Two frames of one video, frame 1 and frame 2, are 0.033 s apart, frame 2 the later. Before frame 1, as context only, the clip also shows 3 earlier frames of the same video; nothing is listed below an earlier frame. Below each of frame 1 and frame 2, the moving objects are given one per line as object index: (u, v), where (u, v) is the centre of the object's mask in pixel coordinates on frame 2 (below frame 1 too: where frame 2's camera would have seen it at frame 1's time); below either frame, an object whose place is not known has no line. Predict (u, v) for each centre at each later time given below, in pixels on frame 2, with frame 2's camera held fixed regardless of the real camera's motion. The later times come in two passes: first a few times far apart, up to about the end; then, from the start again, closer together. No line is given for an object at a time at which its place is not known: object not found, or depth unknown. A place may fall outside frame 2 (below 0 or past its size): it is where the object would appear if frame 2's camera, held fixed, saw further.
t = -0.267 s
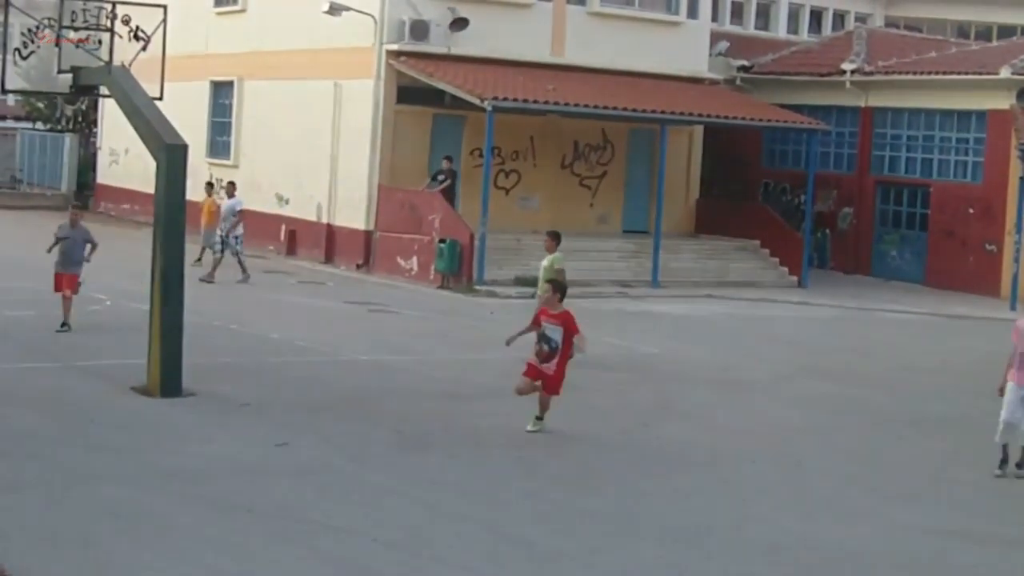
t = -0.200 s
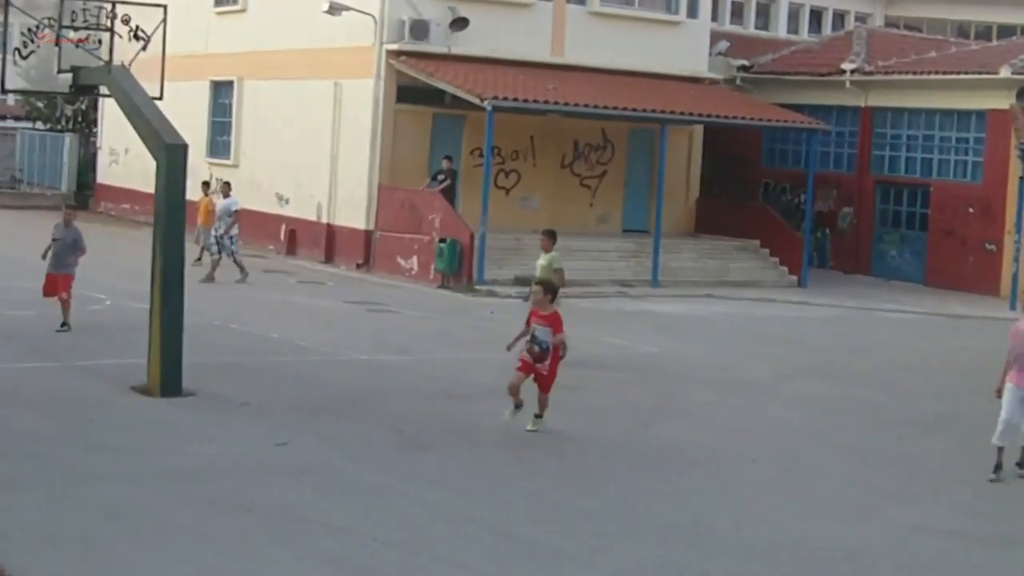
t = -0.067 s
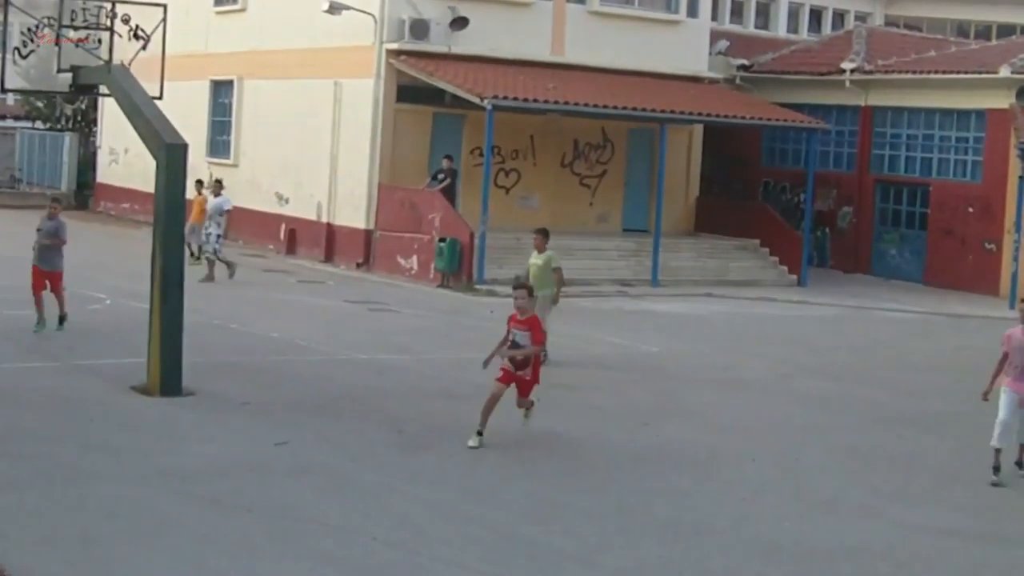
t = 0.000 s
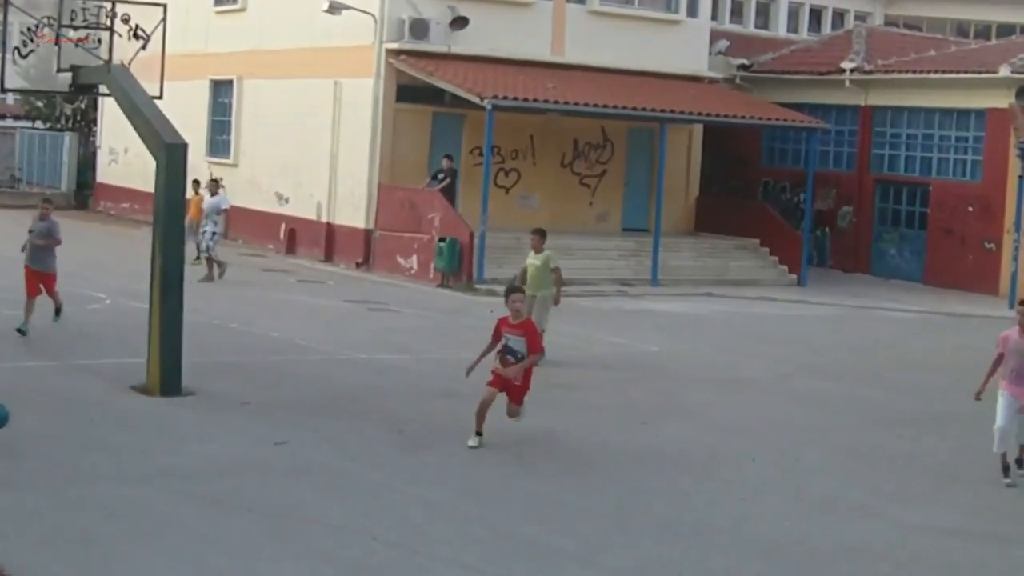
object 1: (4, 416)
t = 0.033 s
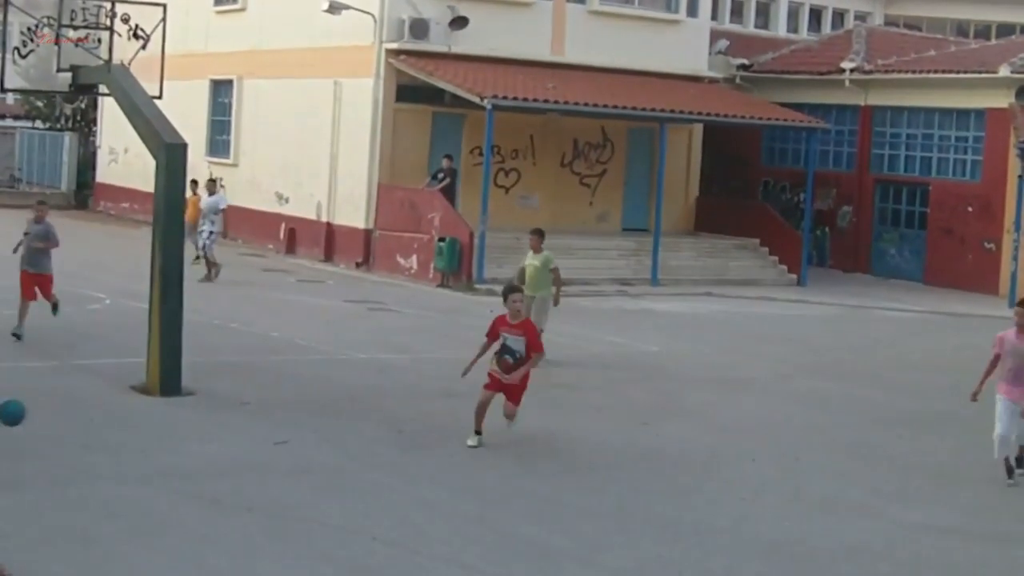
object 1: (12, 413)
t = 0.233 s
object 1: (129, 434)
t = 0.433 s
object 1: (283, 540)
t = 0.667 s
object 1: (503, 565)
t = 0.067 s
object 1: (29, 412)
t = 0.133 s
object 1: (67, 415)
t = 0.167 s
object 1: (86, 419)
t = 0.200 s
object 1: (107, 426)
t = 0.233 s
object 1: (129, 434)
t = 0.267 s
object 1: (151, 445)
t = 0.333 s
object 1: (200, 474)
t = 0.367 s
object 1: (227, 493)
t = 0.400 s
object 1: (254, 515)
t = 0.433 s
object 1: (283, 540)
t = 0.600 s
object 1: (434, 565)
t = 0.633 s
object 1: (467, 564)
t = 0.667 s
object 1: (503, 565)
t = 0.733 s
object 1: (578, 568)
